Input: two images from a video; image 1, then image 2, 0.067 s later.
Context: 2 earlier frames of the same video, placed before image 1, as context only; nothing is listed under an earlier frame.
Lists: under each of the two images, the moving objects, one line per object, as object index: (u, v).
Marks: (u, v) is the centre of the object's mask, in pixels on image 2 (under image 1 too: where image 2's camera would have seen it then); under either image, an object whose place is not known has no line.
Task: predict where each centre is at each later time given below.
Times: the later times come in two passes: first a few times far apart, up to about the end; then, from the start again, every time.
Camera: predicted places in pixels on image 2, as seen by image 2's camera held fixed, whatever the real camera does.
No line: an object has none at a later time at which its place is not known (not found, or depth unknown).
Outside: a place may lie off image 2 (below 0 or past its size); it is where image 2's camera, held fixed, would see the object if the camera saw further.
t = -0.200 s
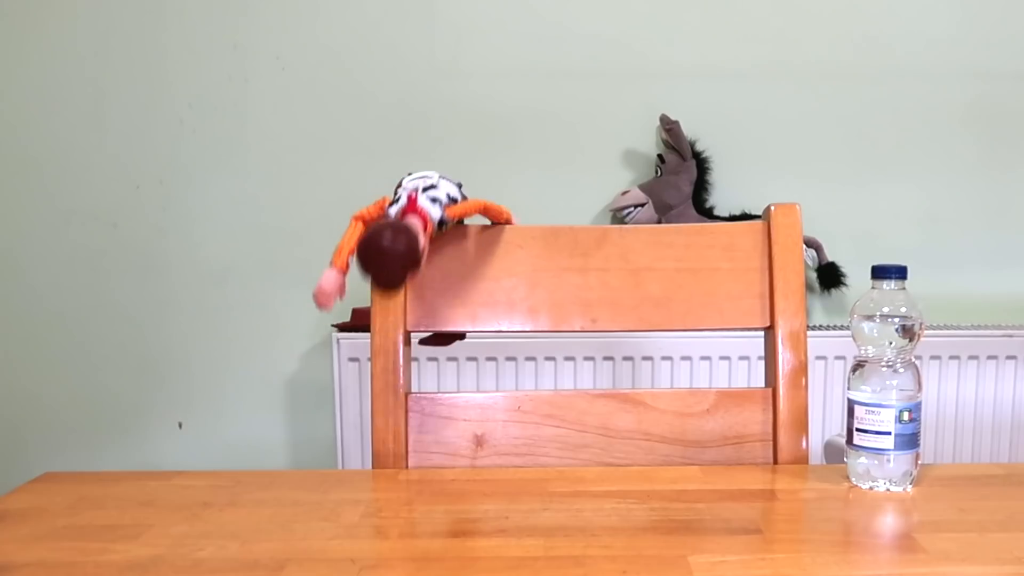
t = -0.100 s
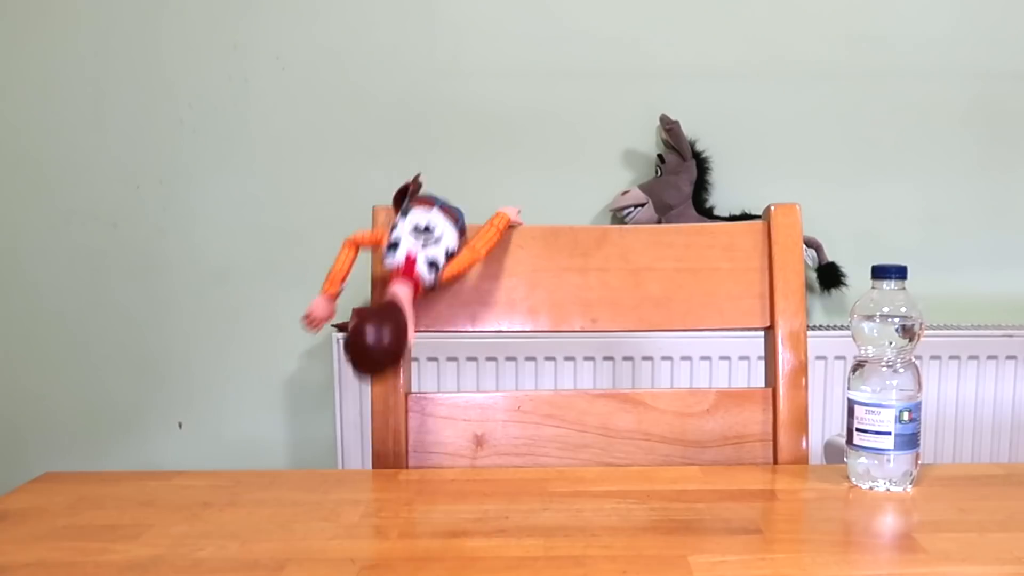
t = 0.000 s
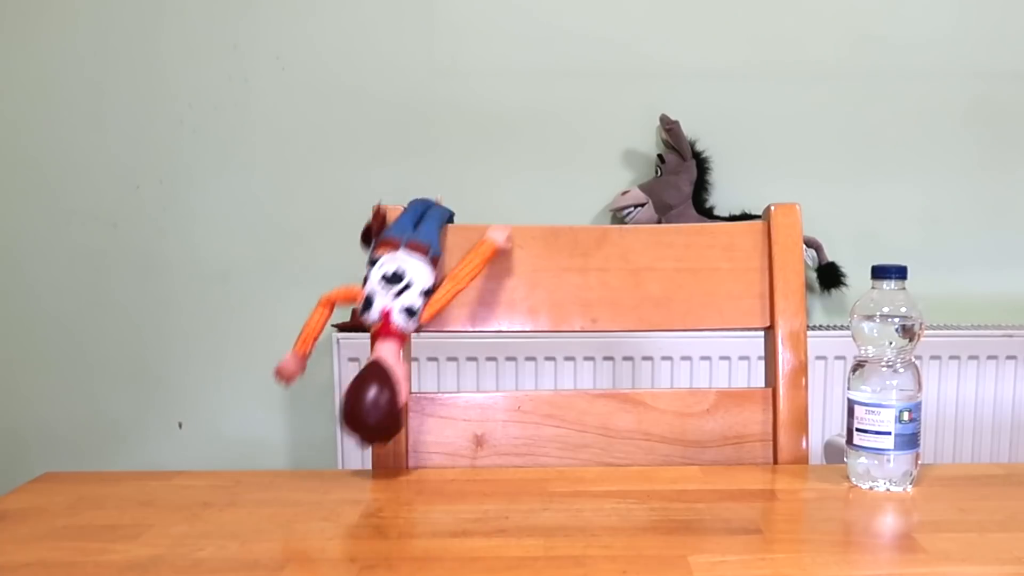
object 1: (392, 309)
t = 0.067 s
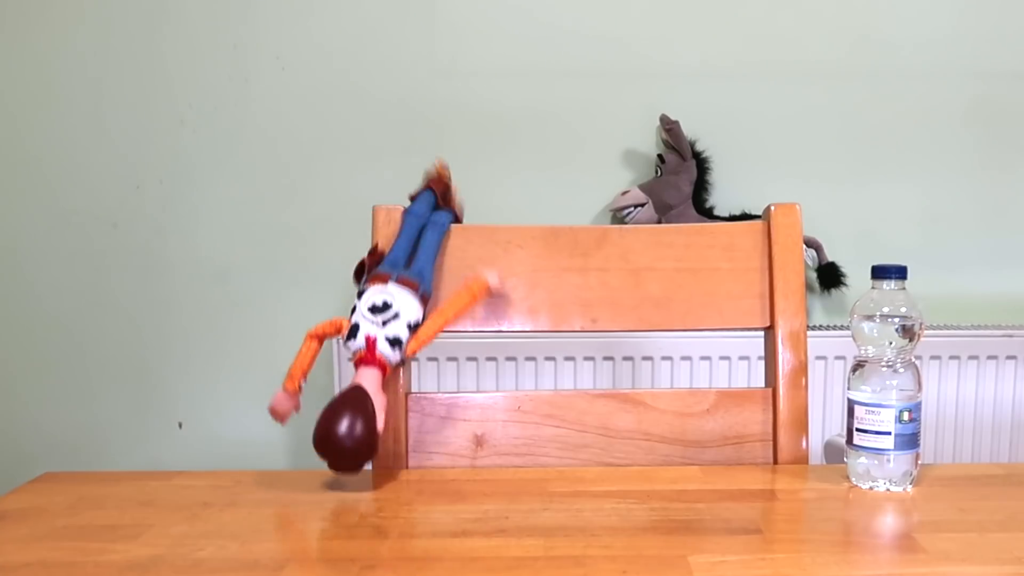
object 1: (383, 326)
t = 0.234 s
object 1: (379, 354)
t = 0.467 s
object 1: (373, 457)
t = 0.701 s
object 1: (306, 484)
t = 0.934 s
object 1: (280, 493)
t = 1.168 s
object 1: (281, 494)
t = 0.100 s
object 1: (387, 323)
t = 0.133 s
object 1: (388, 320)
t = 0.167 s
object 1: (386, 329)
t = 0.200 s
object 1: (385, 336)
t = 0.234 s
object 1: (379, 354)
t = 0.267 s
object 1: (372, 385)
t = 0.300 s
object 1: (367, 423)
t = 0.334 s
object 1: (361, 453)
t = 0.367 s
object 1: (375, 453)
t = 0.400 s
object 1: (378, 453)
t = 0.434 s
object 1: (380, 456)
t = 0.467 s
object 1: (373, 457)
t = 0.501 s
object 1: (361, 460)
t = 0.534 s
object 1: (352, 463)
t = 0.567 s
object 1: (345, 466)
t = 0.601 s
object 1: (334, 471)
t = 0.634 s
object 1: (323, 475)
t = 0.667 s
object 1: (315, 480)
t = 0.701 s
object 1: (306, 484)
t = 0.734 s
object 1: (299, 487)
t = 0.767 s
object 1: (292, 490)
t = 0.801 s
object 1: (287, 491)
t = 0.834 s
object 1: (283, 493)
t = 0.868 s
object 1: (281, 493)
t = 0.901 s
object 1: (280, 493)
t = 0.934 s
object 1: (280, 493)
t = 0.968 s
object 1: (280, 493)
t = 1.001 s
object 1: (280, 493)
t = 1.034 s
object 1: (280, 493)
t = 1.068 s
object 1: (280, 493)
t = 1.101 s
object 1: (280, 493)
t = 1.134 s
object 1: (280, 493)
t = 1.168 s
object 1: (281, 494)
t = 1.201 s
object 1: (281, 494)
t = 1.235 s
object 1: (281, 494)
